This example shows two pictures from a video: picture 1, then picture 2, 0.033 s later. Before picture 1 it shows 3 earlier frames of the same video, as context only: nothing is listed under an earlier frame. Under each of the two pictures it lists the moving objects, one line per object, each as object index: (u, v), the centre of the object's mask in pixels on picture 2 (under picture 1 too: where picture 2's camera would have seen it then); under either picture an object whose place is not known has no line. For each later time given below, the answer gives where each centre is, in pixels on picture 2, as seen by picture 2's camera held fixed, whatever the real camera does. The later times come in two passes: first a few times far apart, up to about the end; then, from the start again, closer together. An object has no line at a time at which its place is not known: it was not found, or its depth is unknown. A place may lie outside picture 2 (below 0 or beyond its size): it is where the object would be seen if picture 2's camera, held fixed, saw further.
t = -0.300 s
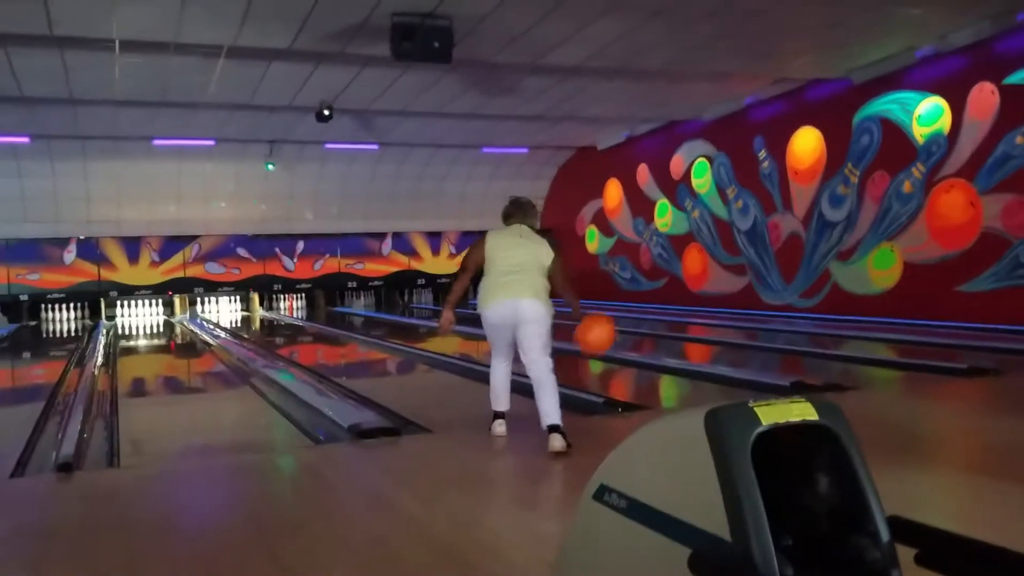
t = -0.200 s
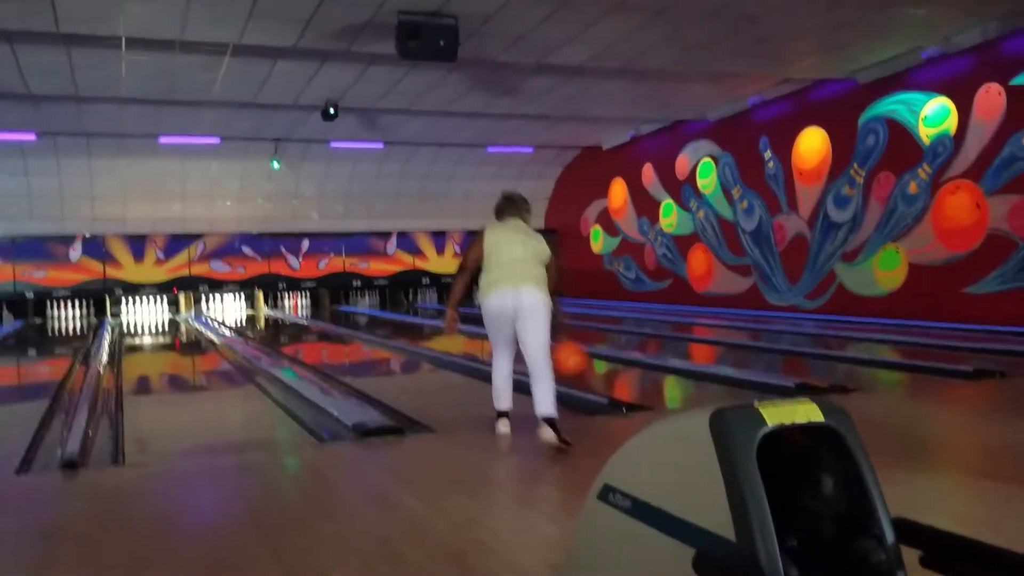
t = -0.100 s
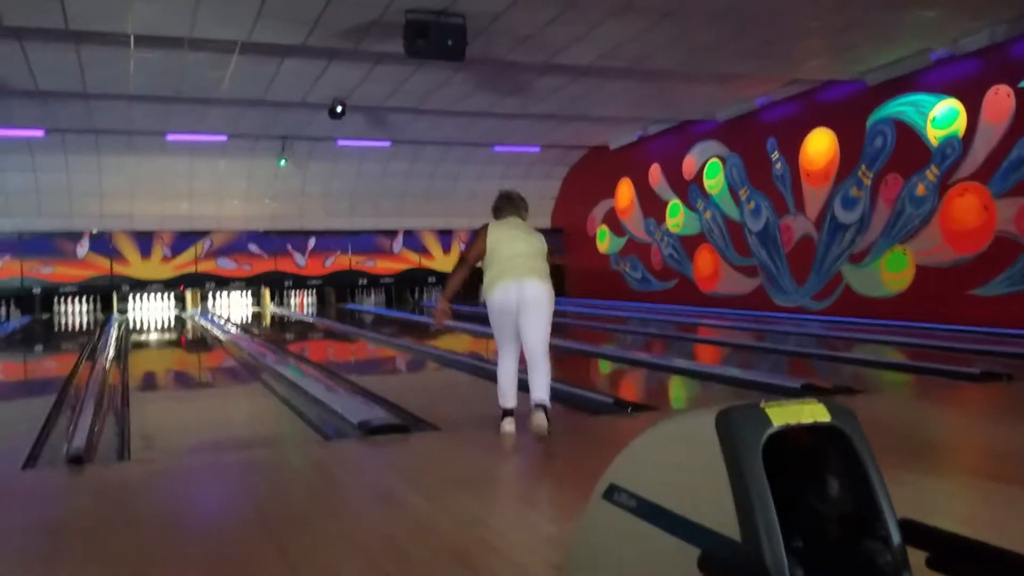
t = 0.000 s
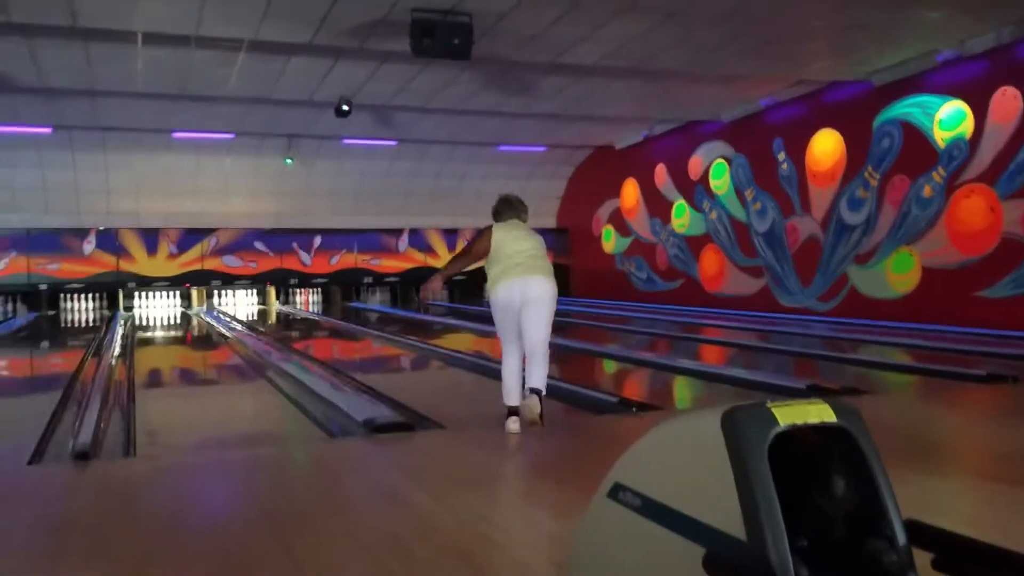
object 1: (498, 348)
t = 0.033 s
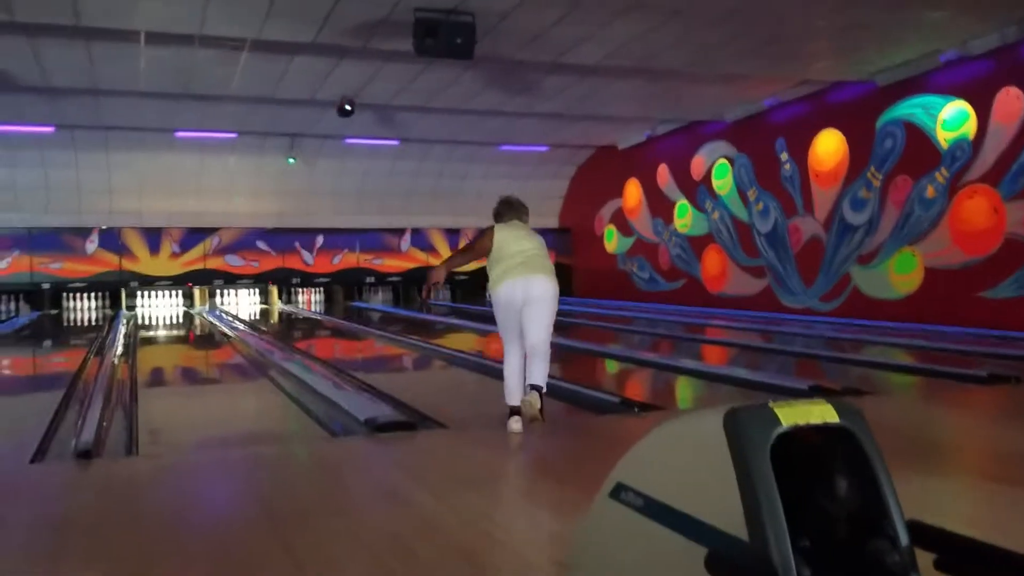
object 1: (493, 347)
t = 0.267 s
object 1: (441, 367)
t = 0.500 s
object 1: (401, 354)
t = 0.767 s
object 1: (366, 342)
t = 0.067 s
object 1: (489, 347)
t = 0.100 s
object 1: (481, 350)
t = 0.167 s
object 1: (463, 360)
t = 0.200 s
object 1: (455, 367)
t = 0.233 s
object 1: (448, 370)
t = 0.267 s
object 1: (441, 367)
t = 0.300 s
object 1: (435, 365)
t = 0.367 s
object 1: (422, 361)
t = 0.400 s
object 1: (416, 360)
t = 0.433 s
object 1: (411, 358)
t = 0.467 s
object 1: (406, 356)
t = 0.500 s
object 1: (401, 354)
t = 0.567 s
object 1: (390, 351)
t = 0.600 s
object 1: (386, 350)
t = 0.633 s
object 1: (382, 348)
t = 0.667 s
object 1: (379, 346)
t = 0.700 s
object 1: (374, 345)
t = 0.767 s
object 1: (366, 342)
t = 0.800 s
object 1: (364, 341)
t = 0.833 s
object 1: (361, 340)
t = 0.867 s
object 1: (356, 339)
